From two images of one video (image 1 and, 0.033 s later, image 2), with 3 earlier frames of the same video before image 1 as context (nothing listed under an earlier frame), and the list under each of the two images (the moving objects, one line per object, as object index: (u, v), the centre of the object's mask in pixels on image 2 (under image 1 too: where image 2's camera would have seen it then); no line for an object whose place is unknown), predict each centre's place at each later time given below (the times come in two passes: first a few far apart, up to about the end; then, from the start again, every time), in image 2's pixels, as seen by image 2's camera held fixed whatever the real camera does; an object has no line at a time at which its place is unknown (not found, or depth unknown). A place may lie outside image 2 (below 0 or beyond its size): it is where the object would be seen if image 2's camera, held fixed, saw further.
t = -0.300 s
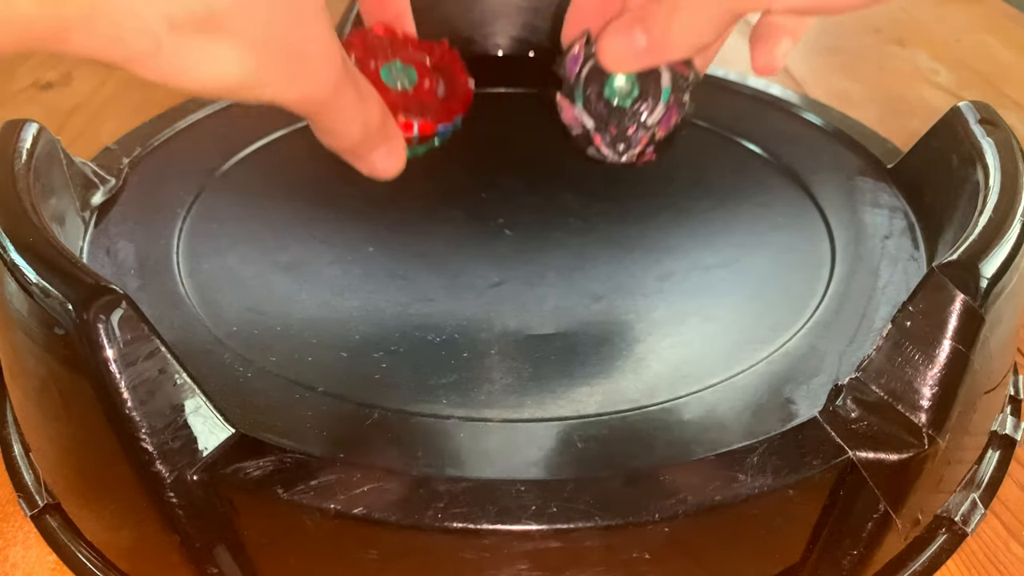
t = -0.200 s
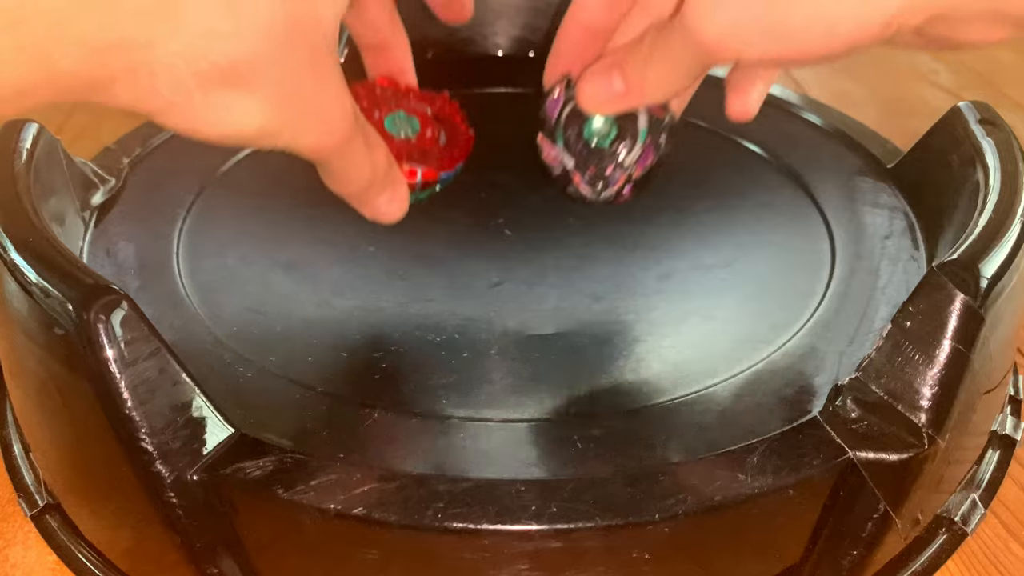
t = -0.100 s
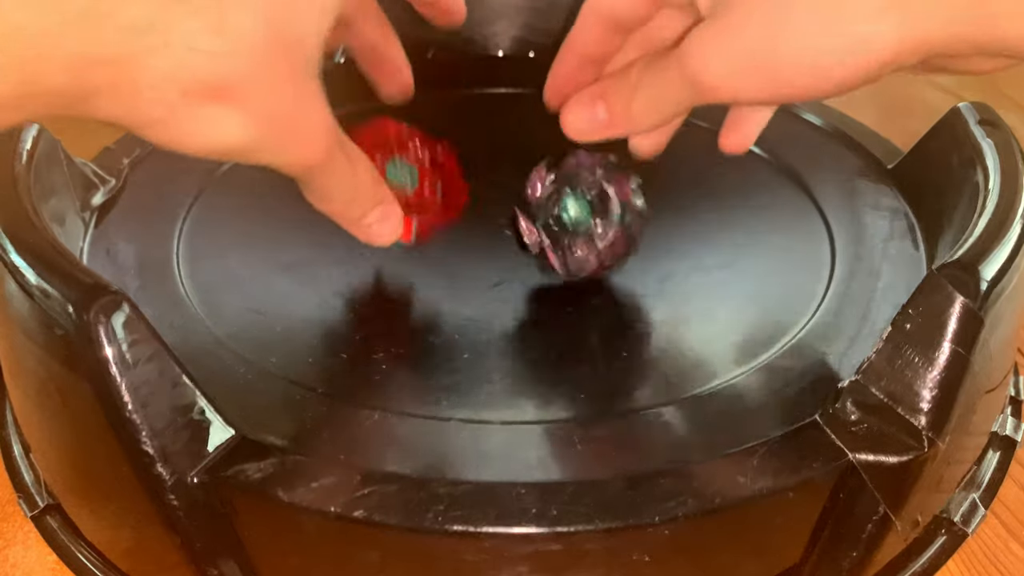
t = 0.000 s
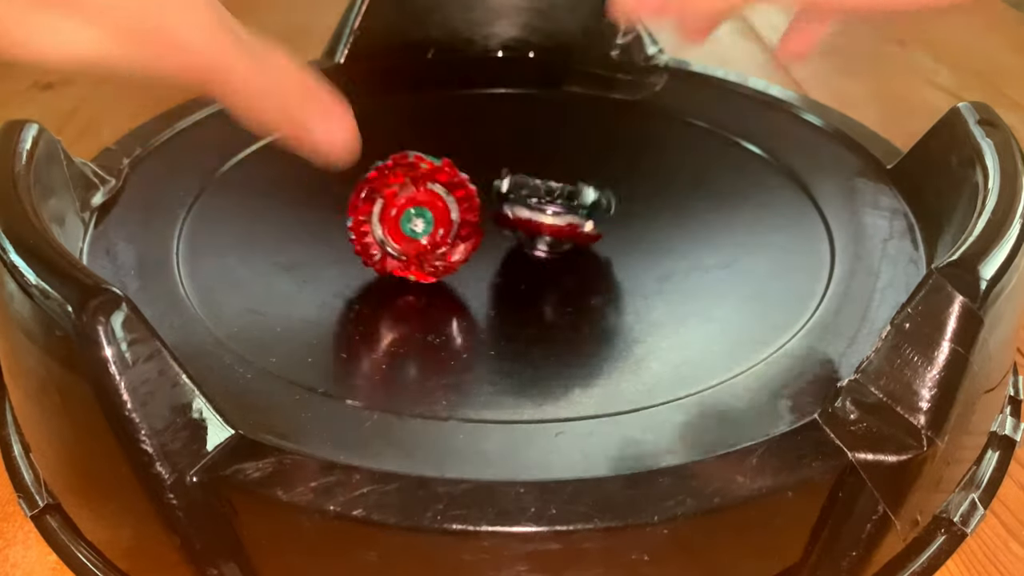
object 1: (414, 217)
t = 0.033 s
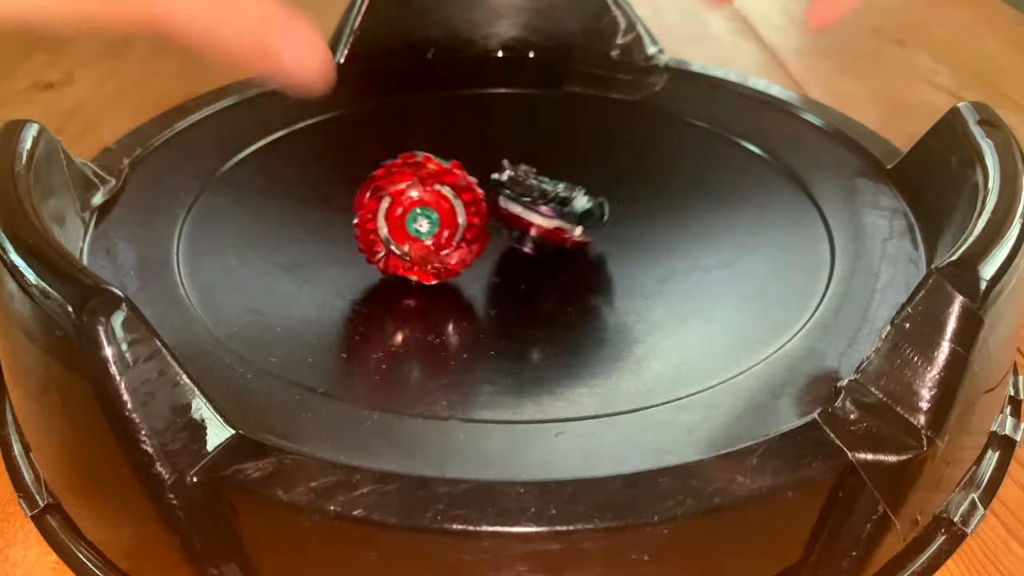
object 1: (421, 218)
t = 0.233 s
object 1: (423, 202)
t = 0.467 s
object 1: (428, 205)
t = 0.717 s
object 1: (429, 205)
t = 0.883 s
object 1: (431, 203)
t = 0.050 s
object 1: (424, 218)
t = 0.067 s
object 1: (427, 216)
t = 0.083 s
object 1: (431, 215)
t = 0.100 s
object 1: (431, 213)
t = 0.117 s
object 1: (431, 213)
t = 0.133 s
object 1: (429, 209)
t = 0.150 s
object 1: (426, 206)
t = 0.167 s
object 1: (425, 205)
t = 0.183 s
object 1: (423, 205)
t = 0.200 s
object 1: (422, 204)
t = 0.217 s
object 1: (422, 203)
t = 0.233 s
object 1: (423, 202)
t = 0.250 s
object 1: (424, 200)
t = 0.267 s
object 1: (425, 199)
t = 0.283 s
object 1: (425, 198)
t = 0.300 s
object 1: (426, 198)
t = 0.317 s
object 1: (426, 199)
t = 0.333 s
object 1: (426, 200)
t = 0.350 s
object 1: (426, 201)
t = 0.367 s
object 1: (426, 203)
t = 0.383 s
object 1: (426, 203)
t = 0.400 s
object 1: (426, 204)
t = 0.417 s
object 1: (427, 205)
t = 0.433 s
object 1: (427, 205)
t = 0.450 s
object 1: (427, 205)
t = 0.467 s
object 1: (428, 205)
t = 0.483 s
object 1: (428, 205)
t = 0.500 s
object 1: (428, 204)
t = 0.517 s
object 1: (428, 204)
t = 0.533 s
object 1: (429, 204)
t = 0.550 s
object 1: (429, 203)
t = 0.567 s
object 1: (429, 202)
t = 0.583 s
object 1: (430, 201)
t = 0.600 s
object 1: (430, 201)
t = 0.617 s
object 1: (430, 201)
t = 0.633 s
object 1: (430, 201)
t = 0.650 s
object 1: (429, 202)
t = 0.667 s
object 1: (429, 203)
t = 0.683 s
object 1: (429, 203)
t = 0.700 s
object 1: (429, 204)
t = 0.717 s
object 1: (429, 205)
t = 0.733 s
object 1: (429, 205)
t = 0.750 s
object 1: (430, 205)
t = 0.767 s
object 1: (430, 205)
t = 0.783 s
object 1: (431, 205)
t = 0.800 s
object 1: (431, 205)
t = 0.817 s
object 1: (431, 205)
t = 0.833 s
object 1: (431, 205)
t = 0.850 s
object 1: (431, 204)
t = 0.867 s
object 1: (431, 204)
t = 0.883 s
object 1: (431, 203)
